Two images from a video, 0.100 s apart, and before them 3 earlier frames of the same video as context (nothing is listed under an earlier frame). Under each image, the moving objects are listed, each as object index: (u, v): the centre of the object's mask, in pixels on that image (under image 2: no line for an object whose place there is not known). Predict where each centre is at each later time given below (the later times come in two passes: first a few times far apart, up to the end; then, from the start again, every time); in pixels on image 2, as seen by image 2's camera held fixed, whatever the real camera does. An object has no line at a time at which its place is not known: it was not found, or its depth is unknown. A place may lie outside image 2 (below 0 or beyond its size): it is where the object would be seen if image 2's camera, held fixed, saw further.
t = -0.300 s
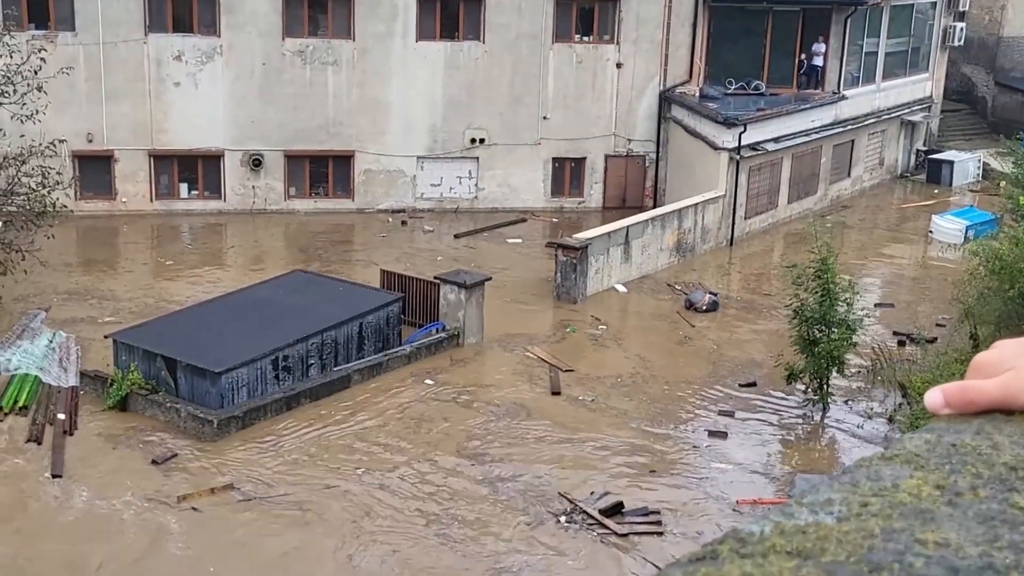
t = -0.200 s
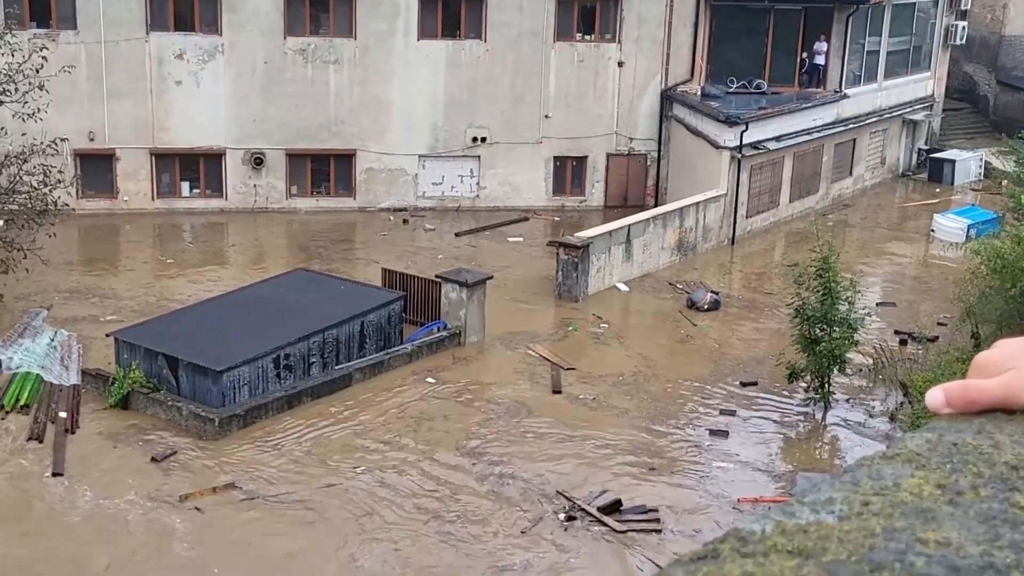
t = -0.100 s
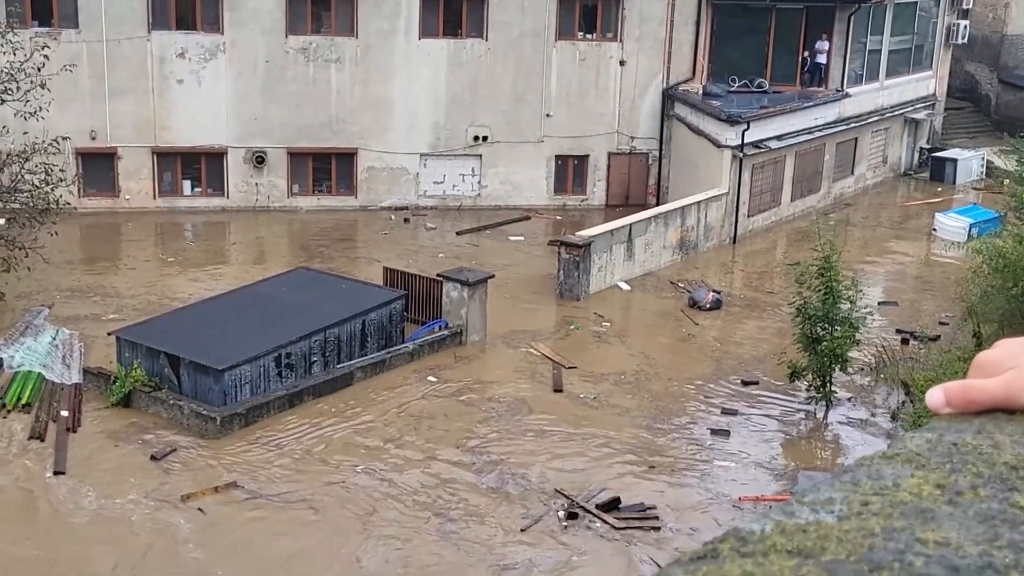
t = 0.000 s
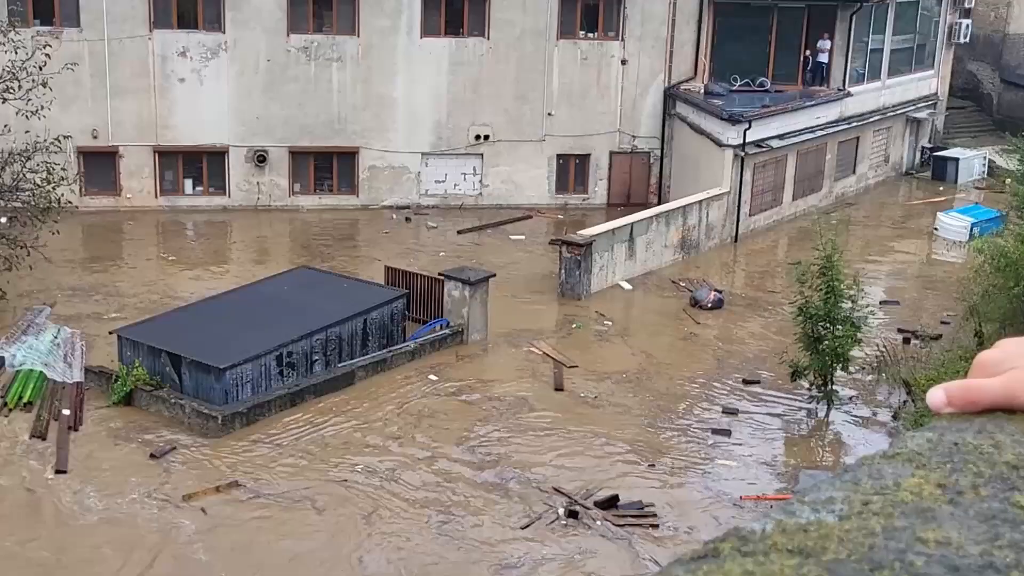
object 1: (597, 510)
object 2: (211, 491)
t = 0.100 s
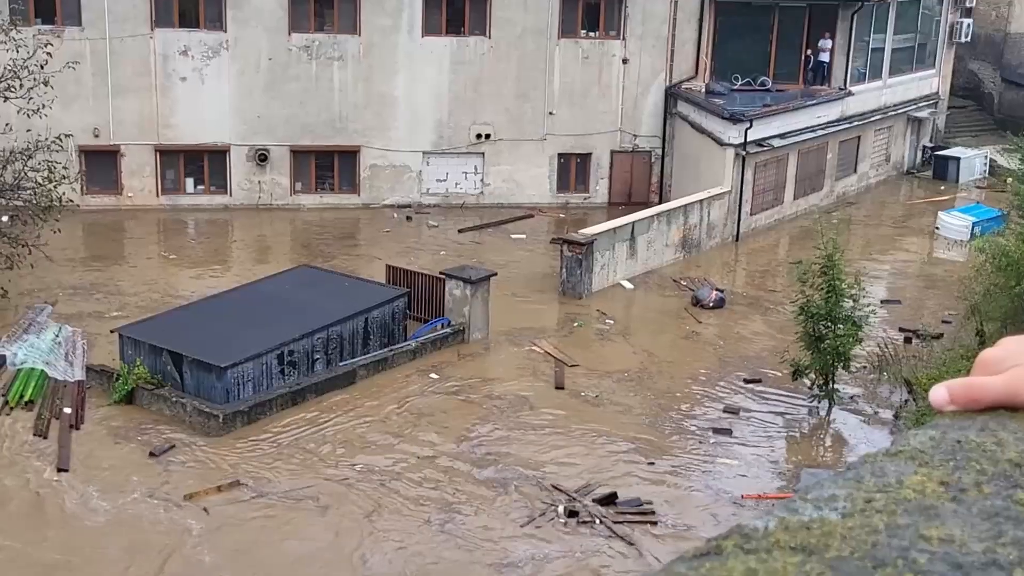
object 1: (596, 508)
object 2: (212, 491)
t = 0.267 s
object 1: (591, 506)
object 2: (213, 492)
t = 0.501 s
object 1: (583, 503)
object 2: (212, 495)
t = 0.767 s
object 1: (576, 500)
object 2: (211, 497)
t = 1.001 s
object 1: (570, 499)
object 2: (211, 499)
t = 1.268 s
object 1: (563, 494)
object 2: (211, 502)
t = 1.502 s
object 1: (558, 493)
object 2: (210, 504)
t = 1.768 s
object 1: (547, 490)
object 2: (211, 508)
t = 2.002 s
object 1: (542, 488)
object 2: (212, 511)
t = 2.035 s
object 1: (541, 487)
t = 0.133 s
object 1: (593, 508)
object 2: (213, 491)
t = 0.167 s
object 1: (593, 507)
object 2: (213, 491)
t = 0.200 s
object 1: (593, 507)
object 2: (213, 491)
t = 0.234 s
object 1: (593, 506)
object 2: (213, 492)
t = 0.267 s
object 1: (591, 506)
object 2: (213, 492)
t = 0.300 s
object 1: (590, 505)
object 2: (212, 492)
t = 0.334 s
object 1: (589, 505)
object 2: (212, 493)
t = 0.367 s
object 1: (585, 504)
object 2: (212, 493)
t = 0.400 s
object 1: (585, 503)
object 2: (213, 493)
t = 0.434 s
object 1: (584, 503)
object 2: (212, 494)
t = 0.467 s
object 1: (584, 503)
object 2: (212, 494)
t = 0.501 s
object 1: (583, 503)
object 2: (212, 495)
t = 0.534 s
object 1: (583, 503)
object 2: (212, 495)
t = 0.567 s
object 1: (581, 502)
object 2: (212, 495)
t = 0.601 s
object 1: (581, 502)
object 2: (213, 495)
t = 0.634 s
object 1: (583, 501)
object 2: (212, 496)
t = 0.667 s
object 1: (579, 501)
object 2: (211, 496)
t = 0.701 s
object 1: (578, 500)
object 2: (211, 497)
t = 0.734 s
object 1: (576, 500)
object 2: (211, 497)
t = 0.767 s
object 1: (576, 500)
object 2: (211, 497)
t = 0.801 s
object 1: (576, 500)
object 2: (211, 498)
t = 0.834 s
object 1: (575, 500)
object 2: (211, 498)
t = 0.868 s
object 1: (574, 500)
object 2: (211, 498)
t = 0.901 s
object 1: (573, 500)
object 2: (211, 499)
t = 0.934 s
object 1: (571, 499)
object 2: (211, 499)
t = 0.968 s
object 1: (571, 499)
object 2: (211, 499)
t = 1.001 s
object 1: (570, 499)
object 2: (211, 499)
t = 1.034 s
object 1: (569, 498)
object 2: (211, 500)
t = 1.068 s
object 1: (567, 497)
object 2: (211, 500)
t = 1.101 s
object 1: (566, 497)
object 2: (211, 500)
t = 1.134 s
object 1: (565, 496)
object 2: (211, 501)
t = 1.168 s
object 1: (564, 495)
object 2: (211, 501)
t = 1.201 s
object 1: (565, 495)
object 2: (211, 501)
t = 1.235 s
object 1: (565, 495)
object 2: (211, 502)
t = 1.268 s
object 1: (563, 494)
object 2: (211, 502)
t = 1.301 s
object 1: (563, 494)
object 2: (210, 502)
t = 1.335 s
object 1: (562, 494)
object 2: (210, 503)
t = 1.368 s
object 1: (561, 494)
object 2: (210, 503)
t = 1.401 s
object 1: (561, 494)
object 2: (210, 503)
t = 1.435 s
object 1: (561, 493)
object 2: (210, 504)
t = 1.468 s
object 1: (559, 493)
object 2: (210, 504)
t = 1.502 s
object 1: (558, 493)
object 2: (210, 504)
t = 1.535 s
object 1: (557, 493)
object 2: (211, 505)
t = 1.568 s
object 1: (555, 493)
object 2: (211, 505)
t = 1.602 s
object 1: (552, 492)
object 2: (211, 506)
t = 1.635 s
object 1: (551, 491)
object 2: (211, 506)
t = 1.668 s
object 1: (550, 491)
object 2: (211, 507)
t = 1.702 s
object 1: (548, 490)
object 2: (211, 507)
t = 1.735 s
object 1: (548, 490)
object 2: (211, 508)
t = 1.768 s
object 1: (547, 490)
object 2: (211, 508)
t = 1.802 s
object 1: (546, 489)
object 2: (211, 508)
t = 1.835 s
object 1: (545, 489)
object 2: (211, 509)
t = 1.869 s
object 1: (544, 489)
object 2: (211, 509)
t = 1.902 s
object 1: (543, 488)
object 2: (212, 510)
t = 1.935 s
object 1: (543, 488)
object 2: (212, 510)
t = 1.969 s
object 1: (543, 488)
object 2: (212, 510)
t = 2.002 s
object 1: (542, 488)
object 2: (212, 511)
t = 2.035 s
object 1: (541, 487)
